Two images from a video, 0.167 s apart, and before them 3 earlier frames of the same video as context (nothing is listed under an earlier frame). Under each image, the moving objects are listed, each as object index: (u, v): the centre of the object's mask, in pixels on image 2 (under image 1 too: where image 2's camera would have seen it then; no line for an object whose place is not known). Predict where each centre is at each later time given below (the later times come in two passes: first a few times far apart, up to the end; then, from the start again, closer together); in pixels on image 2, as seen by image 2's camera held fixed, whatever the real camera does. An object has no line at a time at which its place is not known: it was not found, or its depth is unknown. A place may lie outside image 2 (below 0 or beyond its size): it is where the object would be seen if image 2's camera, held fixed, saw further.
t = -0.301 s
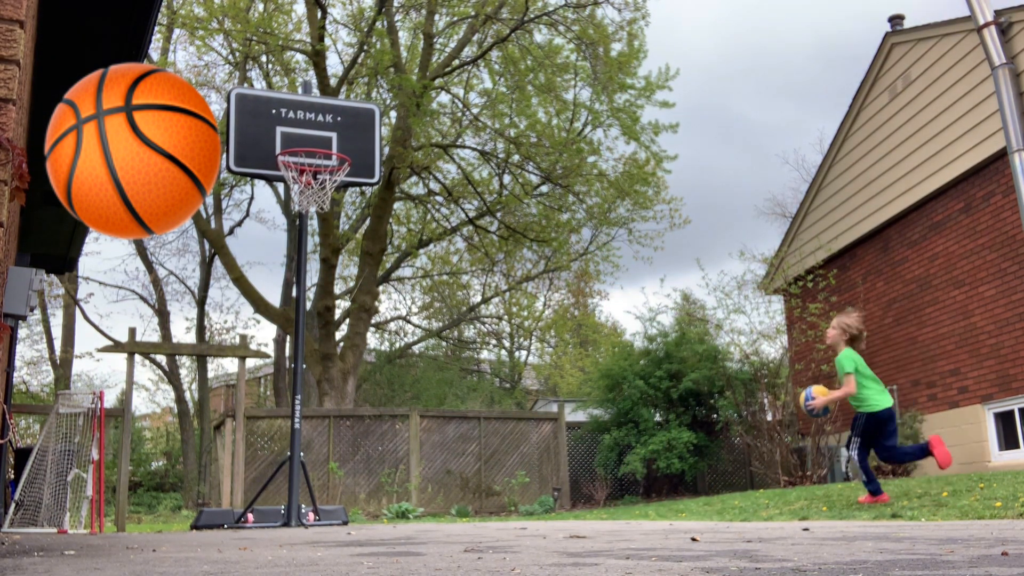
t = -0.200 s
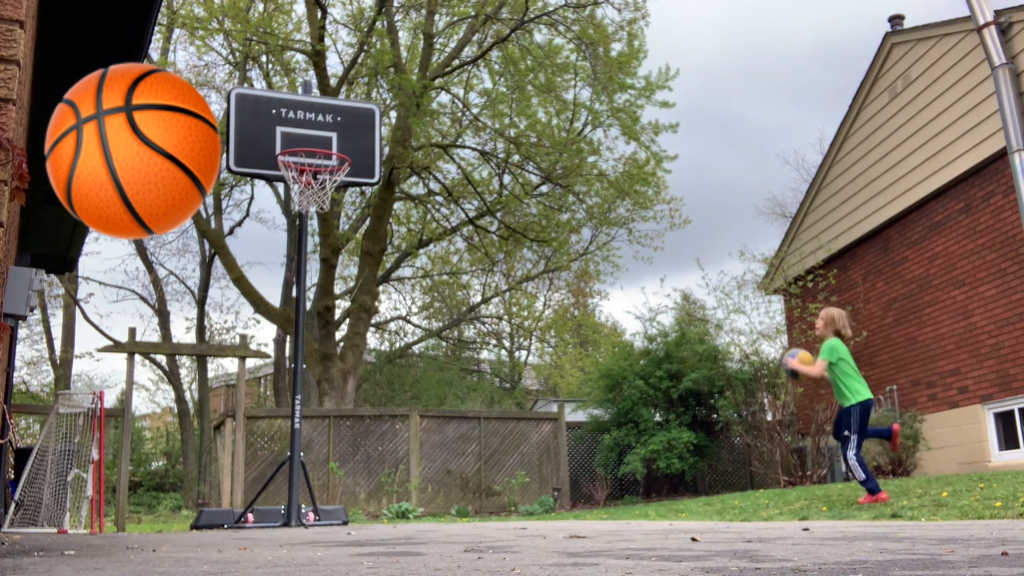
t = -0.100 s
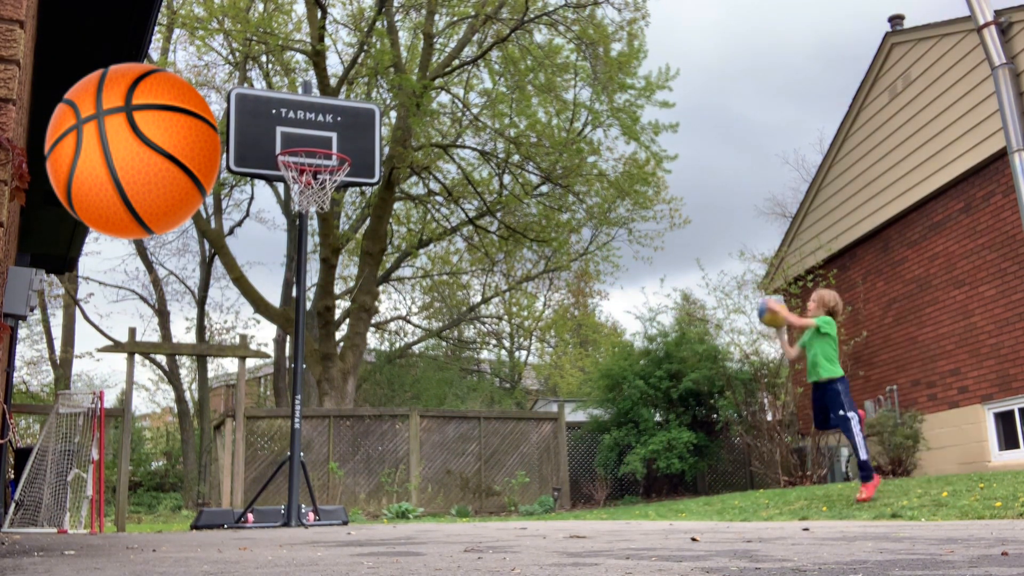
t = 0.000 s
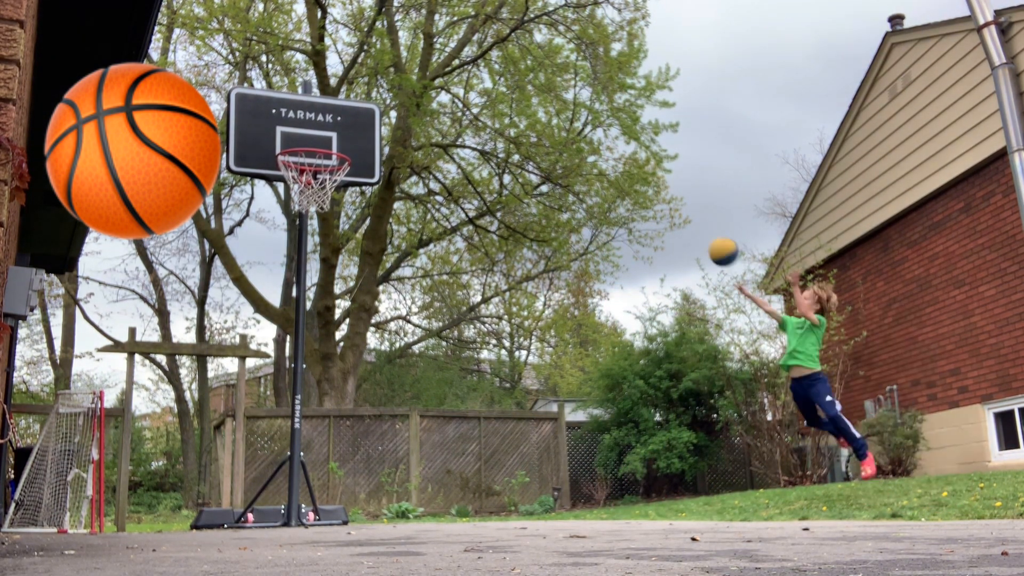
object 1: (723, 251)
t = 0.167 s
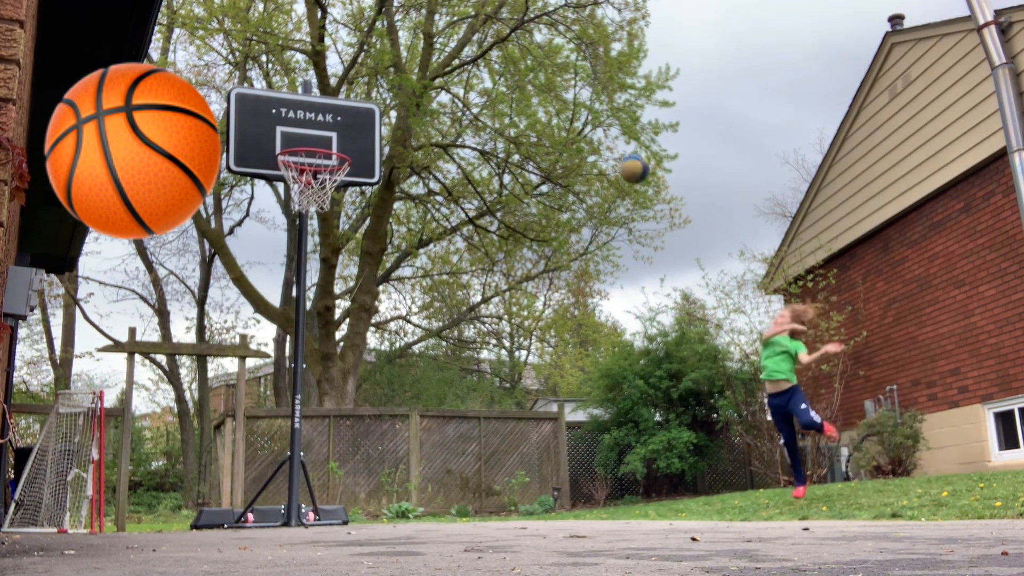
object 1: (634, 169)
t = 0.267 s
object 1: (581, 133)
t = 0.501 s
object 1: (454, 96)
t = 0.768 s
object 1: (315, 128)
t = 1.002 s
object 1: (310, 132)
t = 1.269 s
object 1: (345, 136)
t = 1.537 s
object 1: (374, 209)
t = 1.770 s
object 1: (400, 365)
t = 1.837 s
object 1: (407, 429)
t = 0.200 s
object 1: (615, 155)
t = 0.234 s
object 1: (599, 143)
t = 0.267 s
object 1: (581, 133)
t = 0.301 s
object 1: (563, 124)
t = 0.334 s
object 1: (544, 116)
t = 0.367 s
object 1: (527, 109)
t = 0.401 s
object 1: (508, 104)
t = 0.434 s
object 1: (489, 100)
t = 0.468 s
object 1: (472, 97)
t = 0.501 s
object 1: (454, 96)
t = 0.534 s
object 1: (435, 96)
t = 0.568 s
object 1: (416, 97)
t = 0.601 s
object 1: (397, 100)
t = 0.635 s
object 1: (379, 104)
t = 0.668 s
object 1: (363, 108)
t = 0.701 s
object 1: (347, 114)
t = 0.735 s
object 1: (331, 120)
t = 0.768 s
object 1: (315, 128)
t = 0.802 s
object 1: (297, 135)
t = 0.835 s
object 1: (286, 141)
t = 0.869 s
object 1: (291, 135)
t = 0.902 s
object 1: (296, 134)
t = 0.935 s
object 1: (301, 132)
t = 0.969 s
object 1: (305, 131)
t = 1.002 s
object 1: (310, 132)
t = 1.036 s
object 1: (314, 133)
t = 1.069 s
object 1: (319, 134)
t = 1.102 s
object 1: (324, 133)
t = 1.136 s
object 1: (328, 132)
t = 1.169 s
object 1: (333, 132)
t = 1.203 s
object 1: (338, 134)
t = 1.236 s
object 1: (341, 135)
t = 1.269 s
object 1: (345, 136)
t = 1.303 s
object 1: (349, 140)
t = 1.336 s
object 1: (352, 145)
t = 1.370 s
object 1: (355, 151)
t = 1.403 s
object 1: (359, 159)
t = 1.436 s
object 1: (363, 169)
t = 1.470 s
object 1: (367, 180)
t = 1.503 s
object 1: (370, 194)
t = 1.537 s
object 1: (374, 209)
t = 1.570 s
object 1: (377, 225)
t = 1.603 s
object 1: (380, 244)
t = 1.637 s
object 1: (384, 264)
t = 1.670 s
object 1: (388, 286)
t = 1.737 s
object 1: (395, 337)
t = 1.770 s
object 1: (400, 365)
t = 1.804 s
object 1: (404, 395)
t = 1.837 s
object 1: (407, 429)
